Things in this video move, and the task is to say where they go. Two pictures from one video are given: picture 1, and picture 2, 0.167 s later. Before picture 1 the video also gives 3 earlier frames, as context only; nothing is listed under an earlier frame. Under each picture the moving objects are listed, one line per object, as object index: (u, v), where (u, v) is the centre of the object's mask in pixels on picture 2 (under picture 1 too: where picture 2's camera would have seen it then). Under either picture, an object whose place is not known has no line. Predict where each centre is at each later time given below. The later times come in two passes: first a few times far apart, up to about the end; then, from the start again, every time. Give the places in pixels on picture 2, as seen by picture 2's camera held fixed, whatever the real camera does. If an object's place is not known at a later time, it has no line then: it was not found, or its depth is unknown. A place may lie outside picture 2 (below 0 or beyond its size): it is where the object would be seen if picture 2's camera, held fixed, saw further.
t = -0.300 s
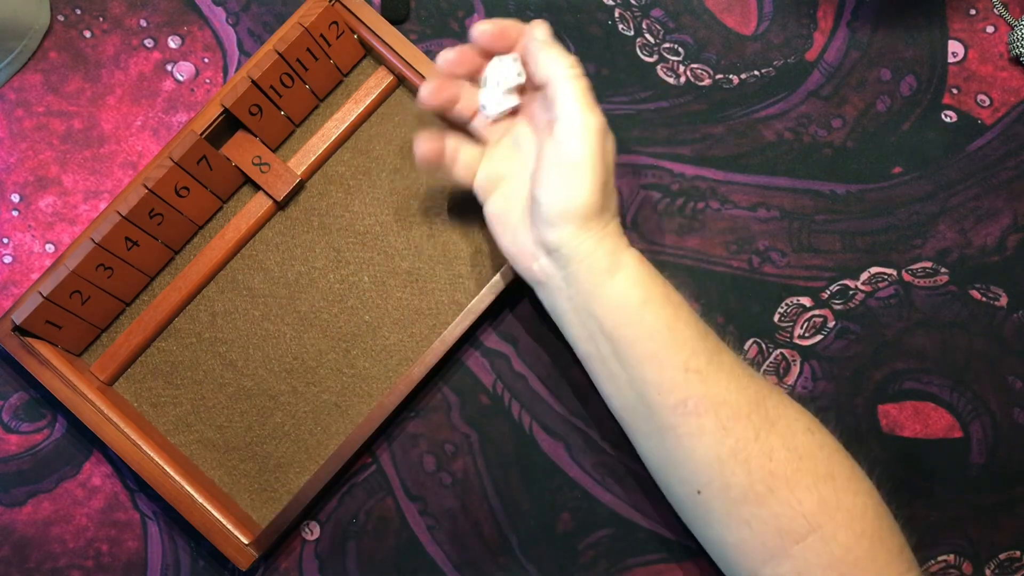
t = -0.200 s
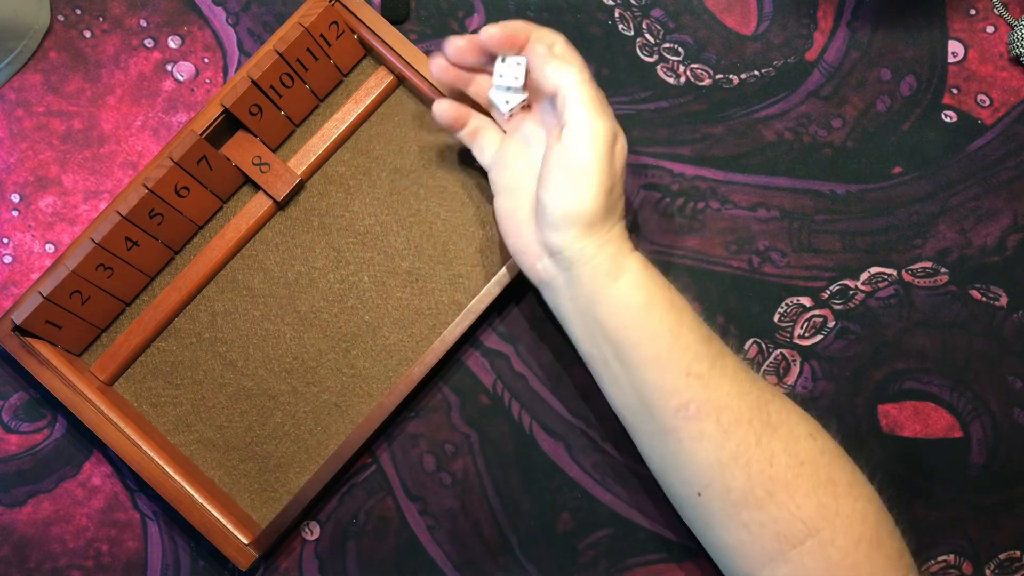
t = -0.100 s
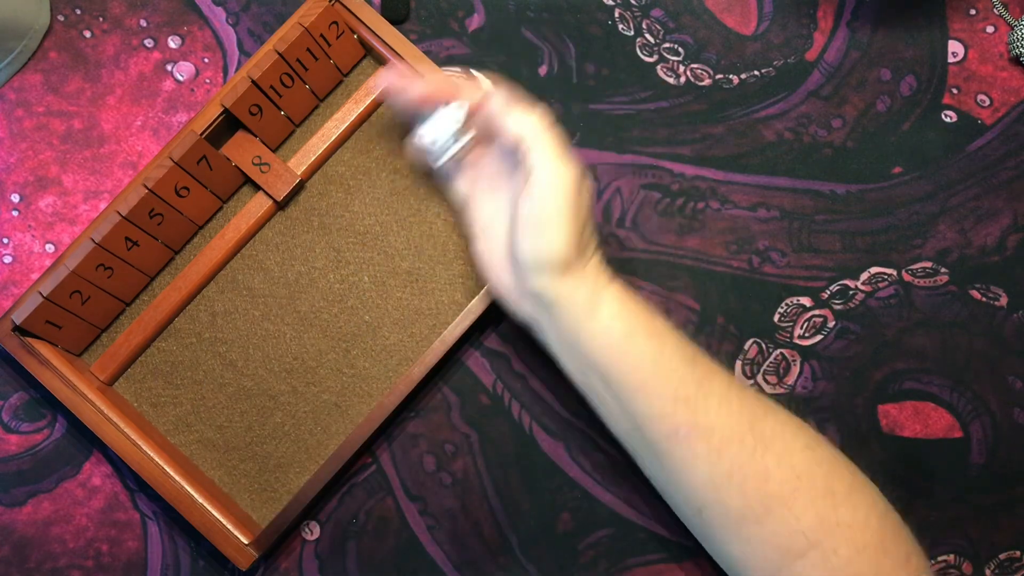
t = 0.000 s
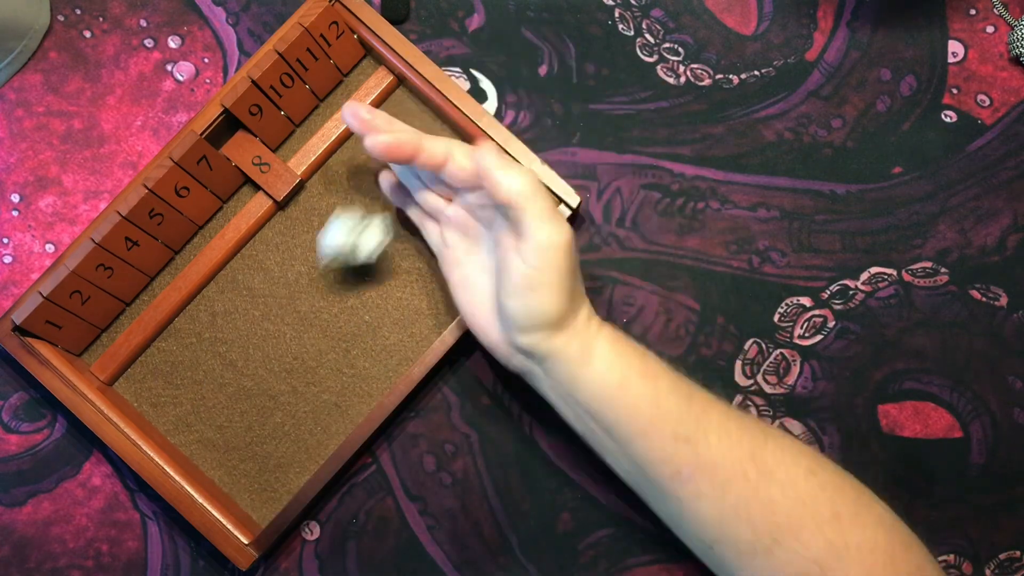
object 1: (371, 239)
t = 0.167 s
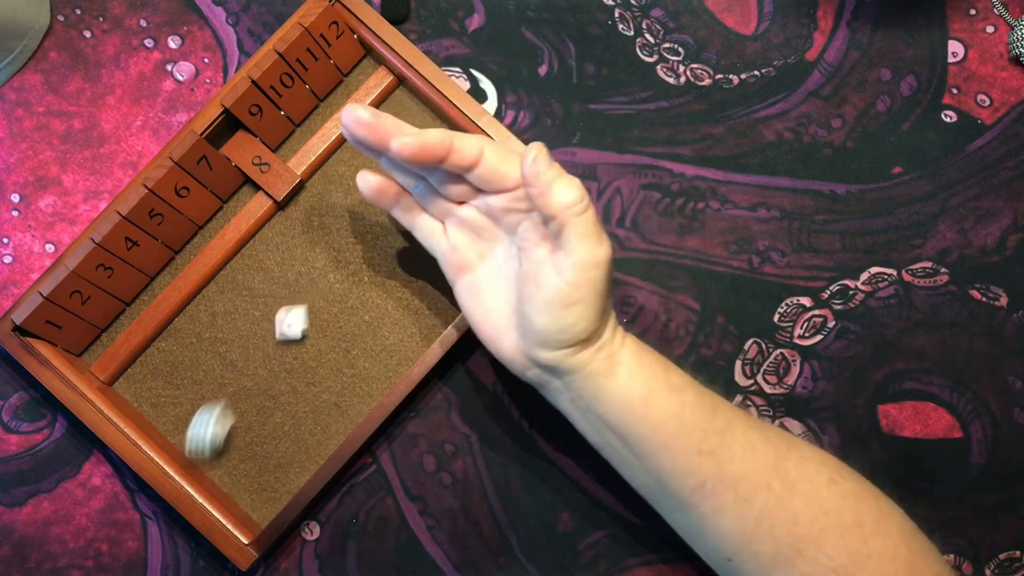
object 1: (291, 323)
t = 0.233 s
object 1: (277, 342)
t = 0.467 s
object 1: (270, 344)
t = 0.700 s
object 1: (270, 344)
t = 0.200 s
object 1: (283, 334)
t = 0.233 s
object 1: (277, 342)
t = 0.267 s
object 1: (271, 344)
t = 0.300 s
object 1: (270, 345)
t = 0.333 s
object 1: (270, 344)
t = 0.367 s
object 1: (269, 343)
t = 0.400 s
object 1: (269, 344)
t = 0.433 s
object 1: (269, 344)
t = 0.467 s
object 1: (270, 344)
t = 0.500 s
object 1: (270, 344)
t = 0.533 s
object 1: (270, 344)
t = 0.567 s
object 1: (270, 344)
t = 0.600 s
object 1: (270, 344)
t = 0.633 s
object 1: (270, 344)
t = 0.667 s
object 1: (270, 344)
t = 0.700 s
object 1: (270, 344)
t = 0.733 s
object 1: (270, 344)
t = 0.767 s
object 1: (270, 344)
